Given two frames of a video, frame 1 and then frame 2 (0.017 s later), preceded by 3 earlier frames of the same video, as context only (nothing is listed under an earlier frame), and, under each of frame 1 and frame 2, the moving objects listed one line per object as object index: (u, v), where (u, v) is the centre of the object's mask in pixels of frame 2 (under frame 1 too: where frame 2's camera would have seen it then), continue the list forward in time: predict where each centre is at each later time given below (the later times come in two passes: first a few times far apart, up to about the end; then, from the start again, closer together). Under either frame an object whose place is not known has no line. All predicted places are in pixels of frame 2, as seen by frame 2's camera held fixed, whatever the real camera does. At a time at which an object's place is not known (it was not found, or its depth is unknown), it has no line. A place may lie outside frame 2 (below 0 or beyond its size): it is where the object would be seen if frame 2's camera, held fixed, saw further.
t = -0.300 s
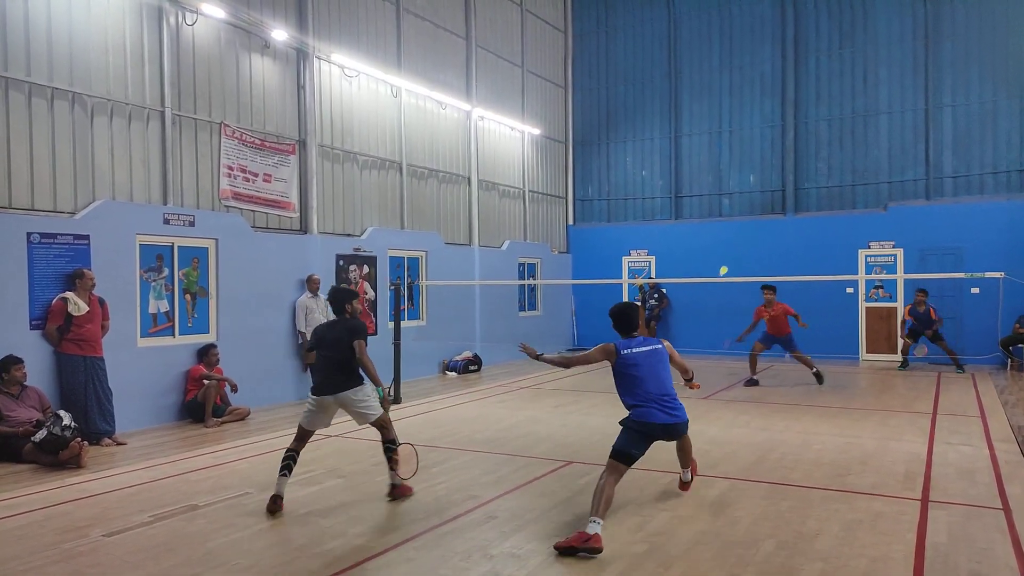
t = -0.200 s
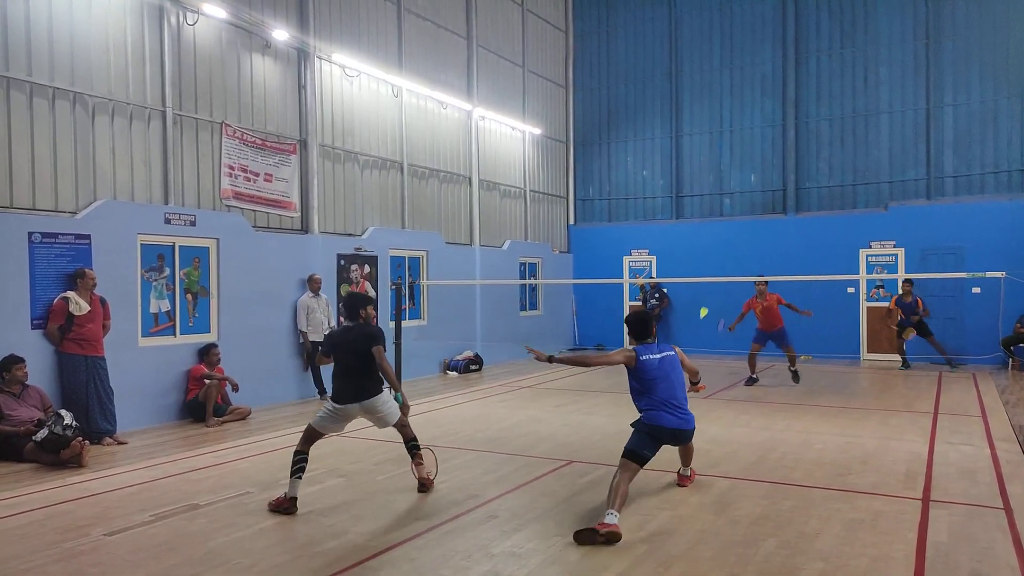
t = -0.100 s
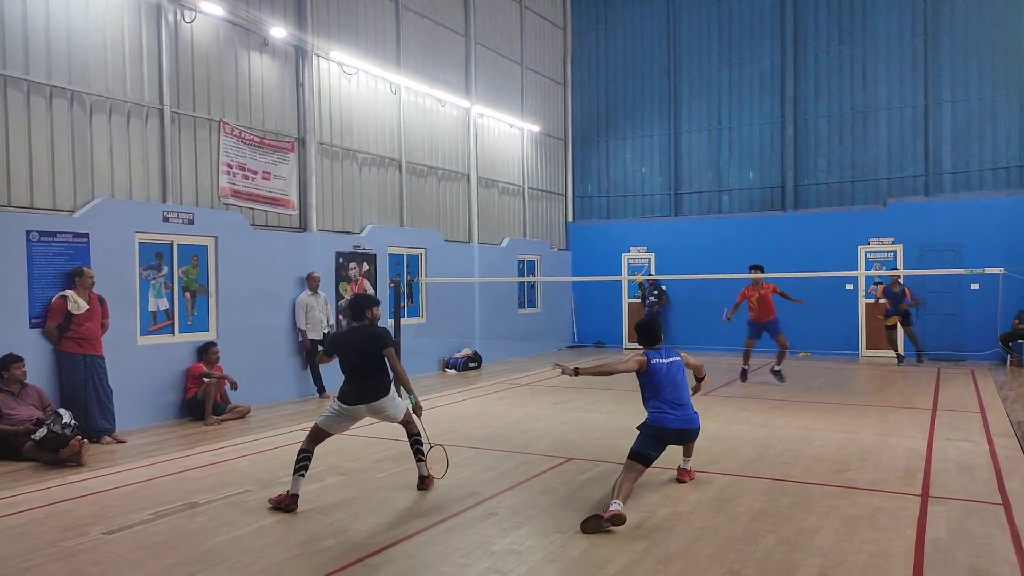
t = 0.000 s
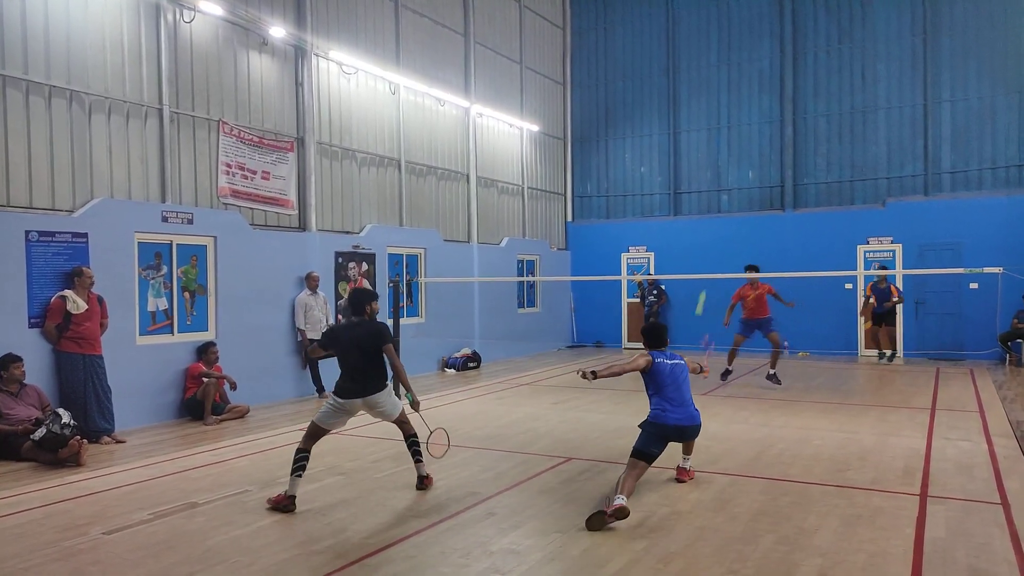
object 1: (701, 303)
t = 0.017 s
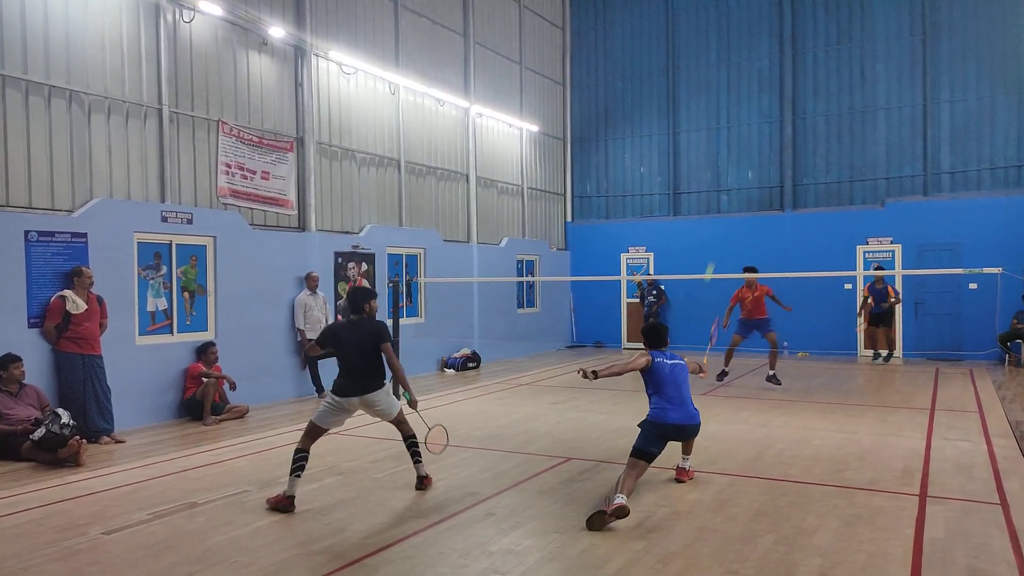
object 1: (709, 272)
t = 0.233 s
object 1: (778, 93)
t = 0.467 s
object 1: (809, 46)
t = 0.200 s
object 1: (772, 107)
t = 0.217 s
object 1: (775, 100)
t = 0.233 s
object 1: (778, 93)
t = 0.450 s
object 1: (807, 47)
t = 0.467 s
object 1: (809, 46)
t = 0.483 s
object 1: (811, 45)
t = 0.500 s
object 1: (812, 44)
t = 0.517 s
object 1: (813, 43)
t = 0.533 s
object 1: (815, 43)
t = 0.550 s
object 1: (816, 43)
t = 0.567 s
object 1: (818, 42)
